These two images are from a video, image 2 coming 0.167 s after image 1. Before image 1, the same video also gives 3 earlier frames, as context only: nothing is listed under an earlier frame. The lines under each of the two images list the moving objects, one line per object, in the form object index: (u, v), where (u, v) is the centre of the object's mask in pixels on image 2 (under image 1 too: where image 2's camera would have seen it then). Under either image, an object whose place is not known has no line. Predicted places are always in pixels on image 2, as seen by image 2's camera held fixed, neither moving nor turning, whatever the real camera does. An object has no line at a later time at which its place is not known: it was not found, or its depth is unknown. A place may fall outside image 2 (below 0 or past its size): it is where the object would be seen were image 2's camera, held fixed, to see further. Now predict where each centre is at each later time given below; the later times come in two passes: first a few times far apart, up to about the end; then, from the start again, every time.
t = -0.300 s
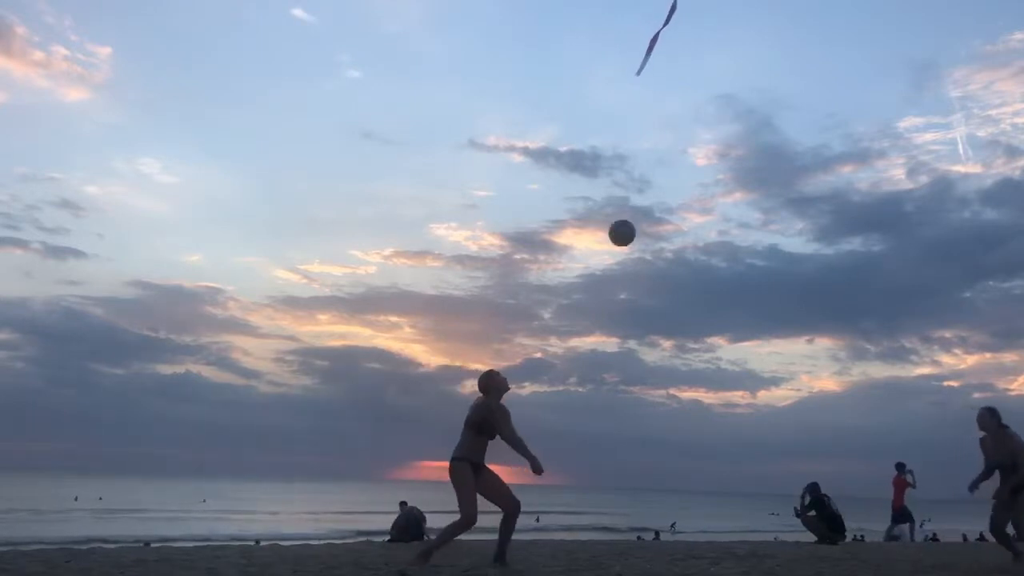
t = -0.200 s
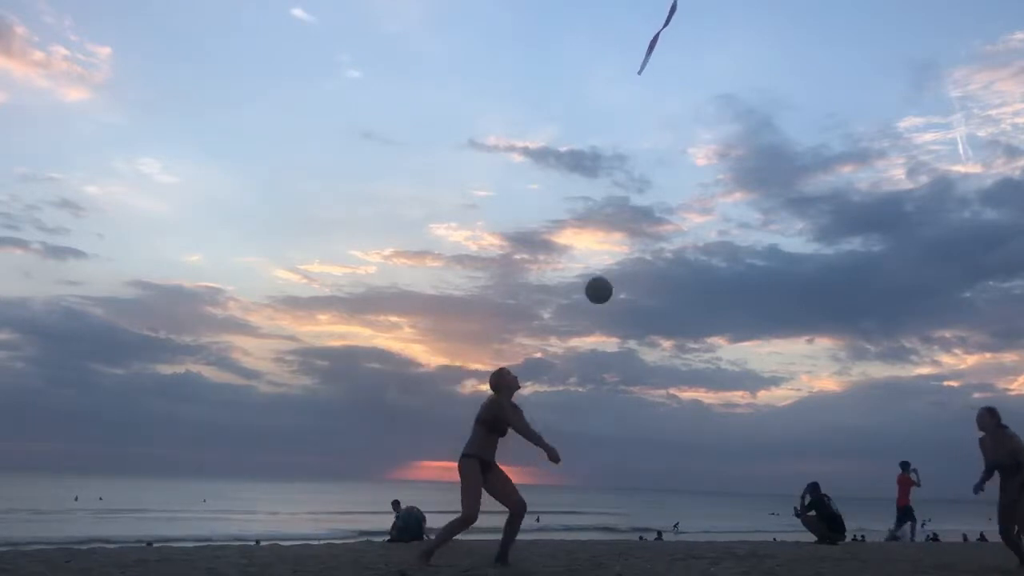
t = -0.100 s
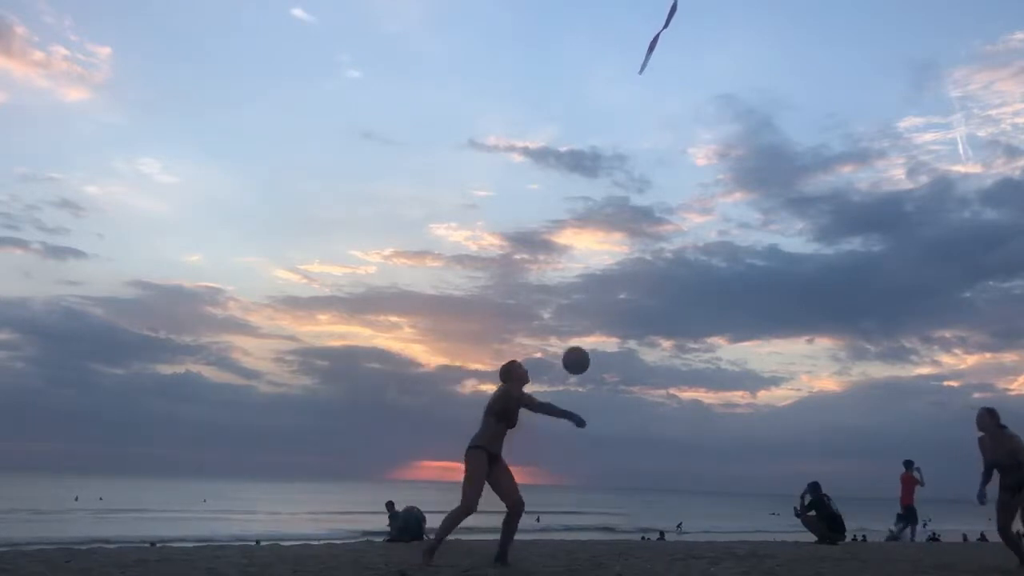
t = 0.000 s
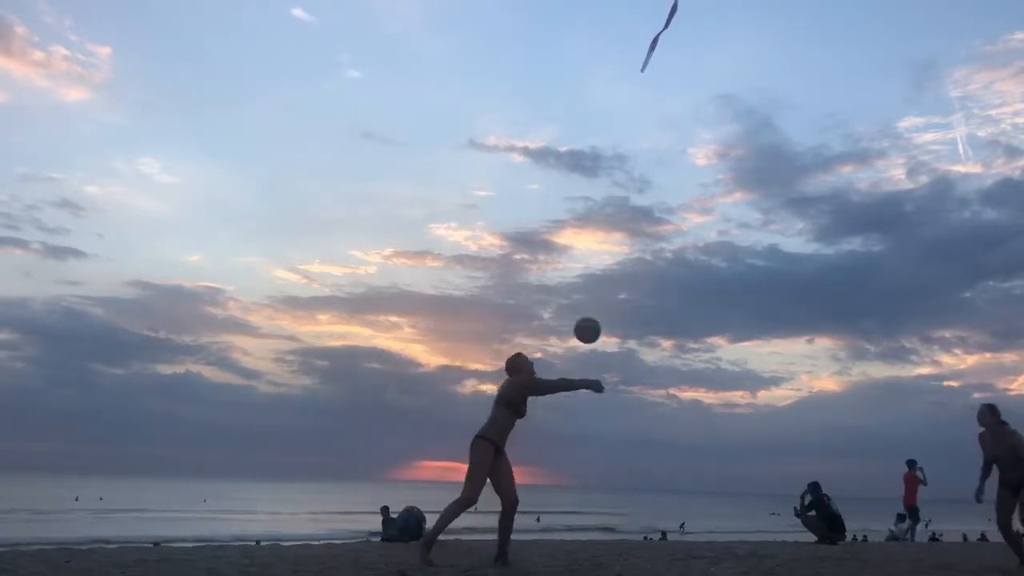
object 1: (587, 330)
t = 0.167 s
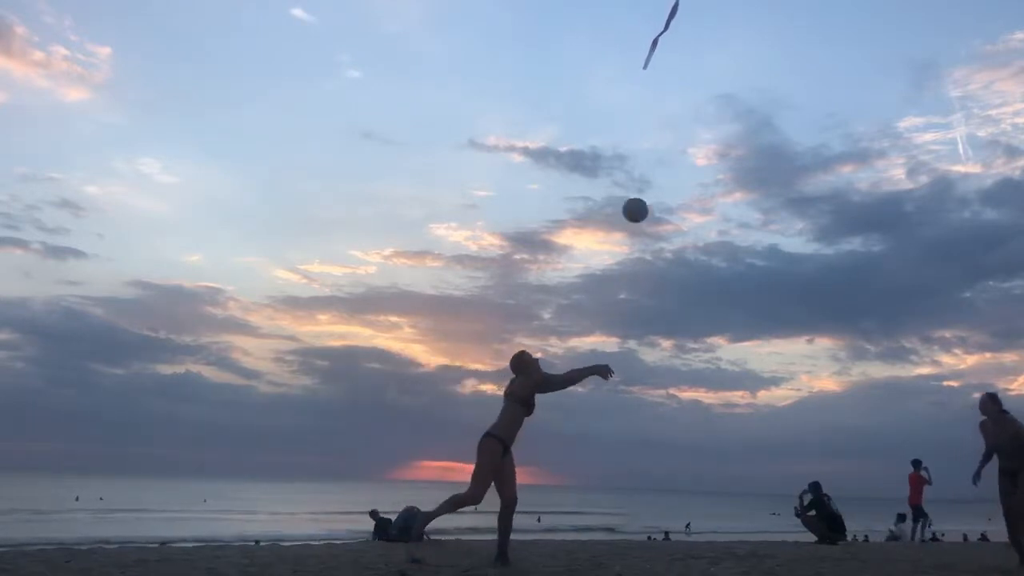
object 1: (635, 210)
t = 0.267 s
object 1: (661, 159)
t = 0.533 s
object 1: (725, 82)
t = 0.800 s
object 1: (784, 79)
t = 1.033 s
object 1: (831, 128)
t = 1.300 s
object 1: (887, 236)
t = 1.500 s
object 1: (929, 354)
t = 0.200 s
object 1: (644, 192)
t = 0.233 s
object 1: (652, 174)
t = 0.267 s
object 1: (661, 159)
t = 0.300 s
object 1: (670, 144)
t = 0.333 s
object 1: (678, 131)
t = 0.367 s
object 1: (686, 120)
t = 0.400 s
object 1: (694, 110)
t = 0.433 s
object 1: (702, 101)
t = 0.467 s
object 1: (710, 93)
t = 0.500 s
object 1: (718, 87)
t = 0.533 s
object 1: (725, 82)
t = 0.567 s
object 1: (733, 78)
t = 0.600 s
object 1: (741, 75)
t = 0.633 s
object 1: (748, 73)
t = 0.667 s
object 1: (755, 72)
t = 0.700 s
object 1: (762, 72)
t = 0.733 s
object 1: (770, 73)
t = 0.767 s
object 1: (777, 76)
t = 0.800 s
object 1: (784, 79)
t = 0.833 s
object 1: (791, 83)
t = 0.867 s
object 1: (798, 88)
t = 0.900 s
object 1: (804, 94)
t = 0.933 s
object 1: (811, 101)
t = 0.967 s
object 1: (818, 109)
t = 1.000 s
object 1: (825, 118)
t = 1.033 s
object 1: (831, 128)
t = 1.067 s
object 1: (838, 138)
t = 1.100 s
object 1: (845, 150)
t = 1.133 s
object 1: (852, 162)
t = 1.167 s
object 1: (859, 175)
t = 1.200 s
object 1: (866, 189)
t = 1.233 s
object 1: (873, 204)
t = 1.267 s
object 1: (880, 220)
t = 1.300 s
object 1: (887, 236)
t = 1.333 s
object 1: (894, 254)
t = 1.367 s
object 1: (900, 272)
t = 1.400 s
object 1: (907, 291)
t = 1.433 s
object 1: (915, 311)
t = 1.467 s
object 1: (922, 332)
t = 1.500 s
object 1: (929, 354)
